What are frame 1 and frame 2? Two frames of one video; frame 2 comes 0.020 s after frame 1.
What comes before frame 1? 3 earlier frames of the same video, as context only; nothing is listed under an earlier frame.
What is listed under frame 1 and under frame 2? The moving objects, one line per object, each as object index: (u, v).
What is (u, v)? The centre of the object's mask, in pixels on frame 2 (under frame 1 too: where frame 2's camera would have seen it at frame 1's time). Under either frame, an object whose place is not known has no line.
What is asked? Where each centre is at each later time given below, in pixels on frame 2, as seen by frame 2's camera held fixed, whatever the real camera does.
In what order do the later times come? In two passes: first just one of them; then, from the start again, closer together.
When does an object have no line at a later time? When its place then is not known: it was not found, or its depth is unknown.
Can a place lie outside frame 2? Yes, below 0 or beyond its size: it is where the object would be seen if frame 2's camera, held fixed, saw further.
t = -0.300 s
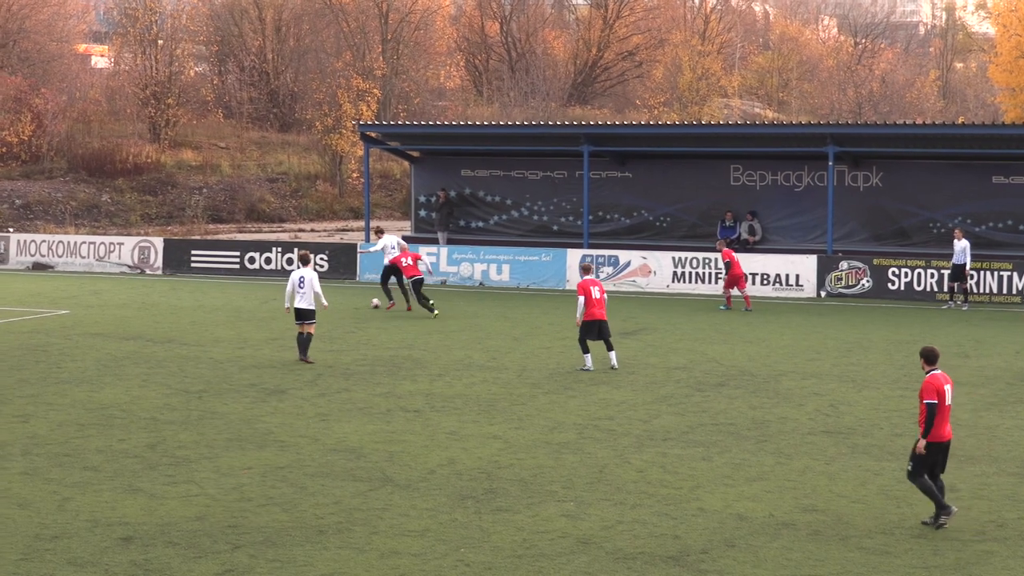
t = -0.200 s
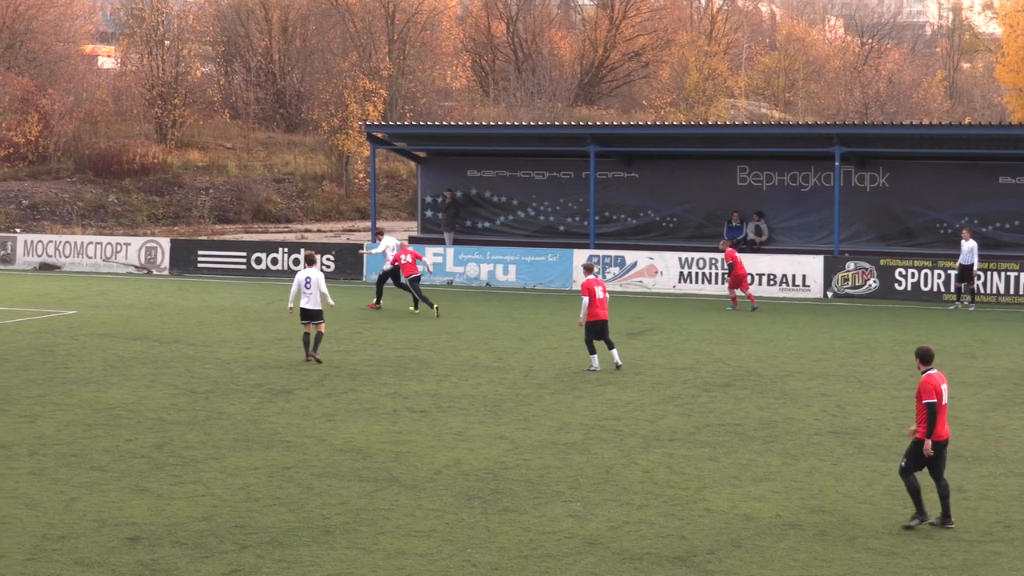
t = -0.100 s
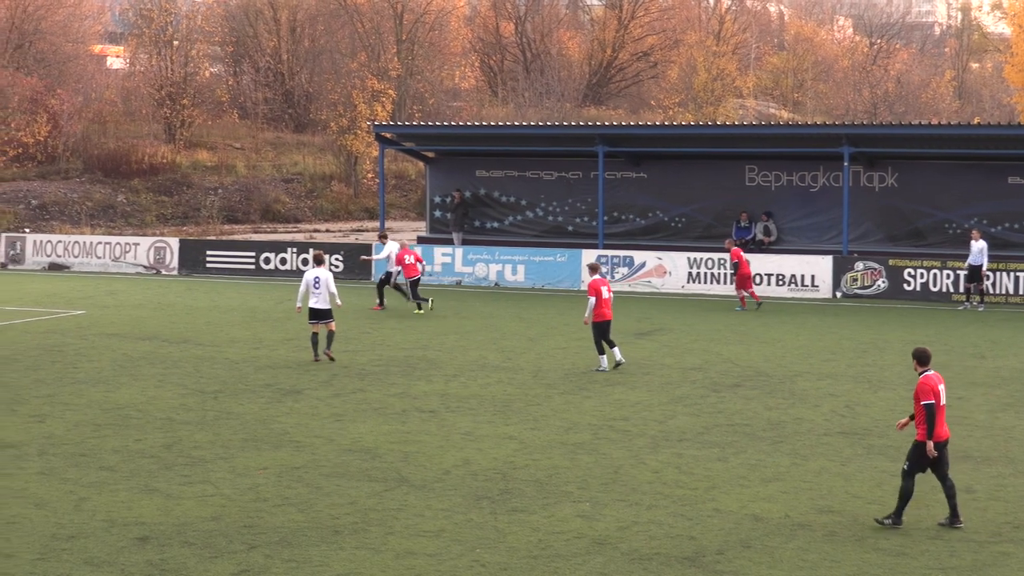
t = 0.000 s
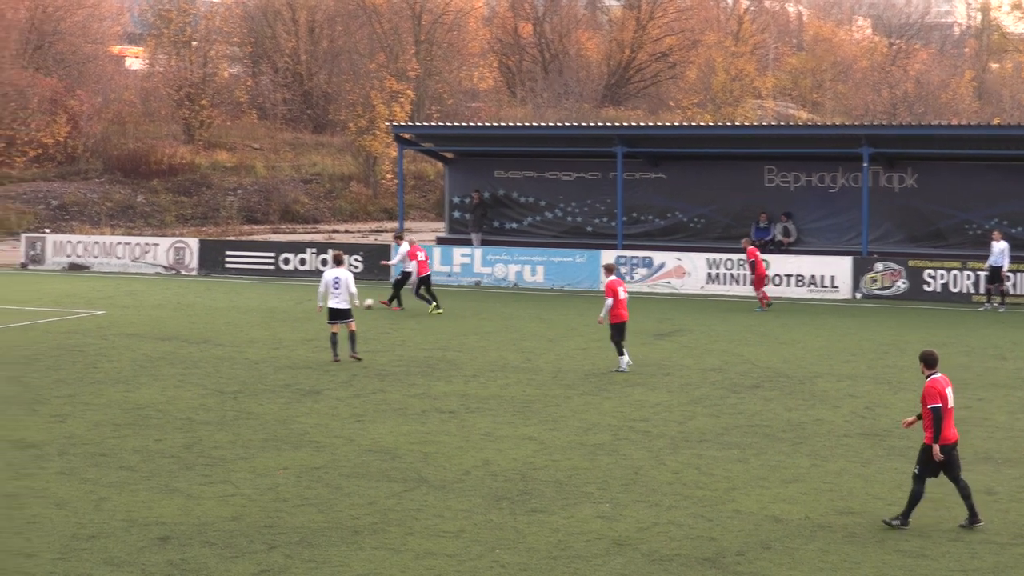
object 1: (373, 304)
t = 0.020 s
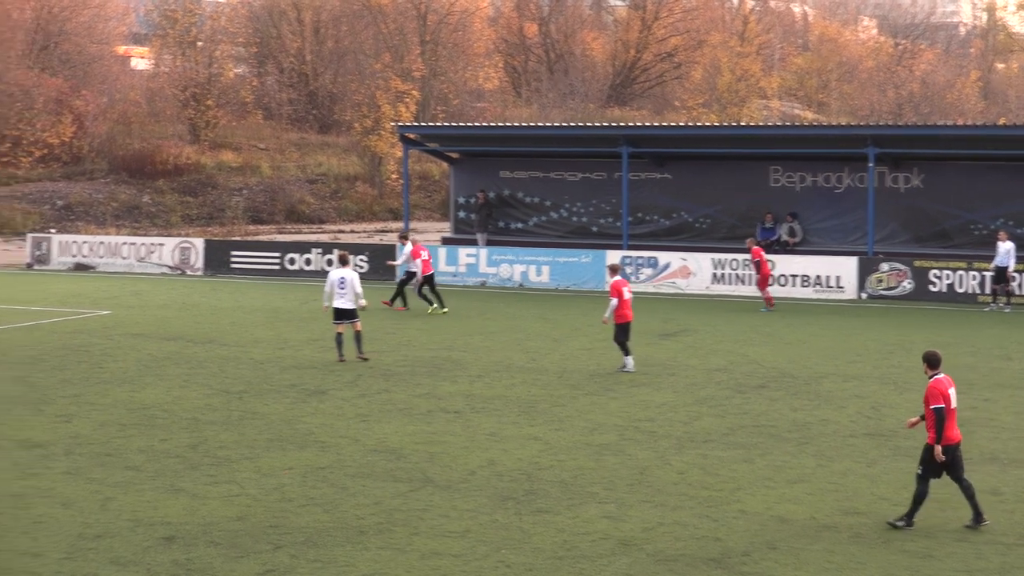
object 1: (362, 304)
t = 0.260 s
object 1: (223, 312)
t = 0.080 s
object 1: (325, 308)
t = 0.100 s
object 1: (315, 309)
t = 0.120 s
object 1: (304, 309)
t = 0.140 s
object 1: (293, 309)
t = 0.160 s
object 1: (282, 309)
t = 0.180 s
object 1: (271, 309)
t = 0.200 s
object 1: (258, 310)
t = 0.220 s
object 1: (246, 311)
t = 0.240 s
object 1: (234, 311)
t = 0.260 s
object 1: (223, 312)
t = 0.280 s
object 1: (211, 313)
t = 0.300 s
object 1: (200, 313)
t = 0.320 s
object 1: (190, 314)
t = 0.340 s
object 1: (179, 314)
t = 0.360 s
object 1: (169, 314)
